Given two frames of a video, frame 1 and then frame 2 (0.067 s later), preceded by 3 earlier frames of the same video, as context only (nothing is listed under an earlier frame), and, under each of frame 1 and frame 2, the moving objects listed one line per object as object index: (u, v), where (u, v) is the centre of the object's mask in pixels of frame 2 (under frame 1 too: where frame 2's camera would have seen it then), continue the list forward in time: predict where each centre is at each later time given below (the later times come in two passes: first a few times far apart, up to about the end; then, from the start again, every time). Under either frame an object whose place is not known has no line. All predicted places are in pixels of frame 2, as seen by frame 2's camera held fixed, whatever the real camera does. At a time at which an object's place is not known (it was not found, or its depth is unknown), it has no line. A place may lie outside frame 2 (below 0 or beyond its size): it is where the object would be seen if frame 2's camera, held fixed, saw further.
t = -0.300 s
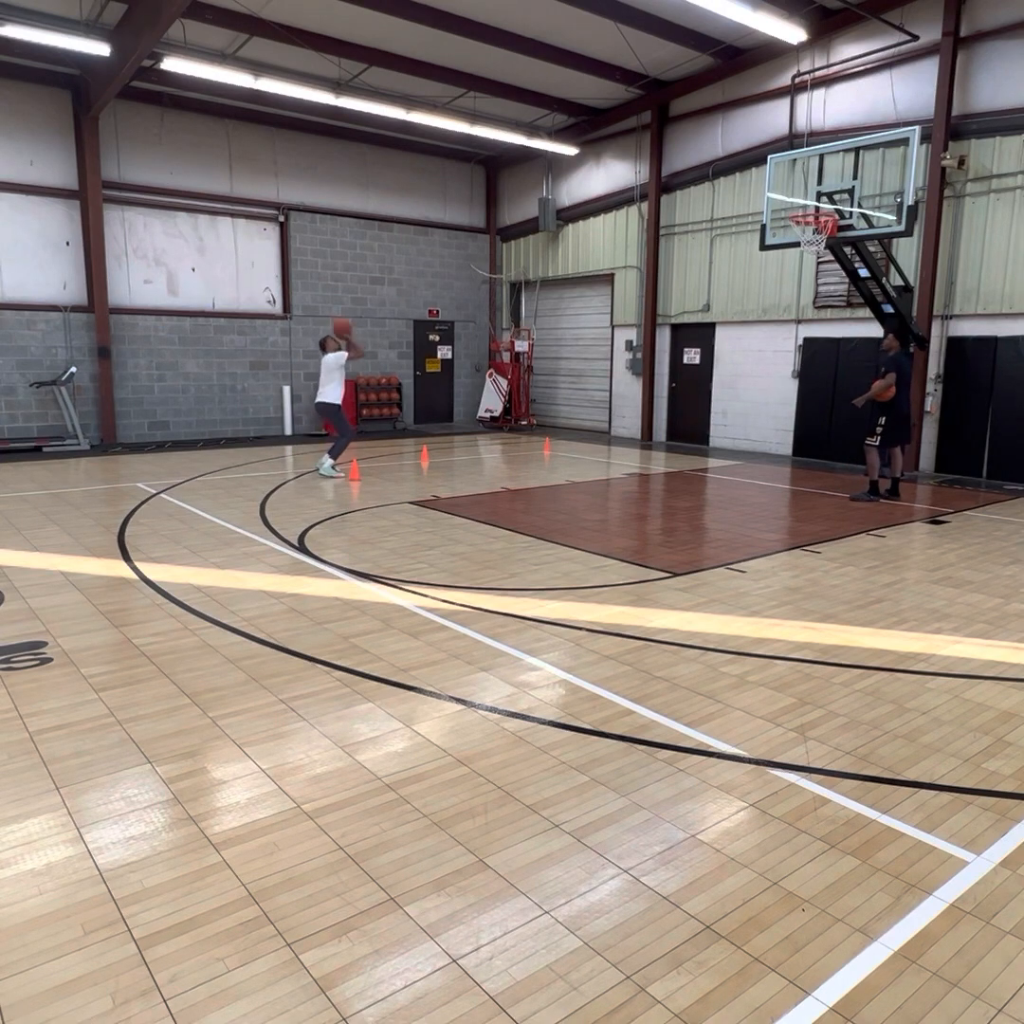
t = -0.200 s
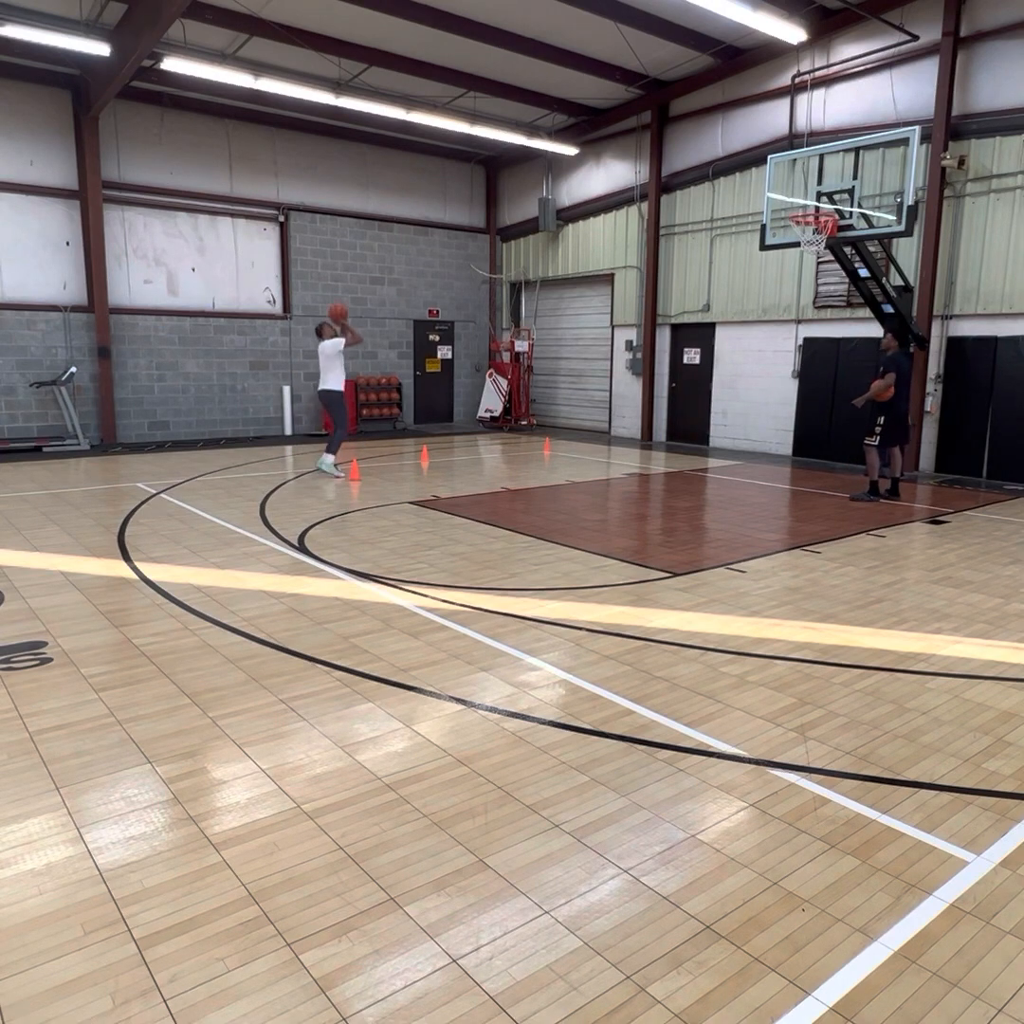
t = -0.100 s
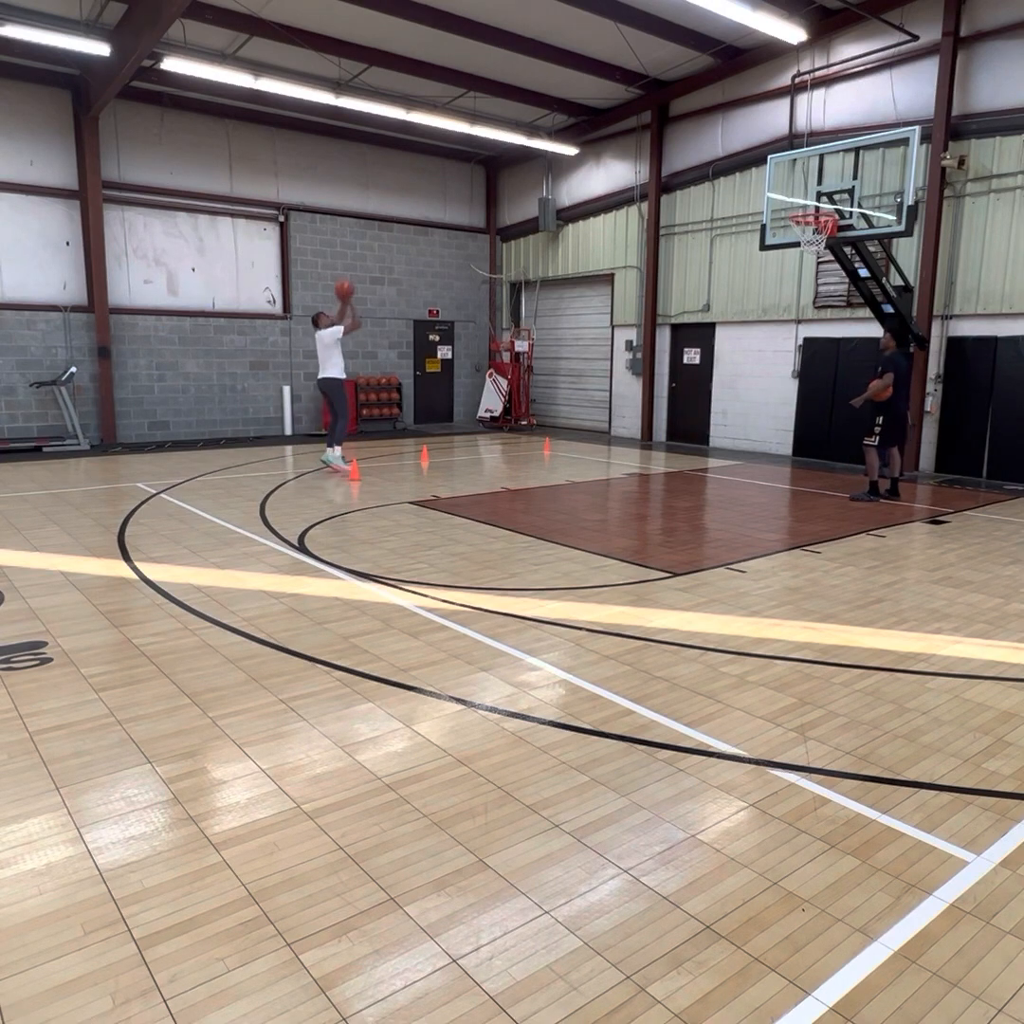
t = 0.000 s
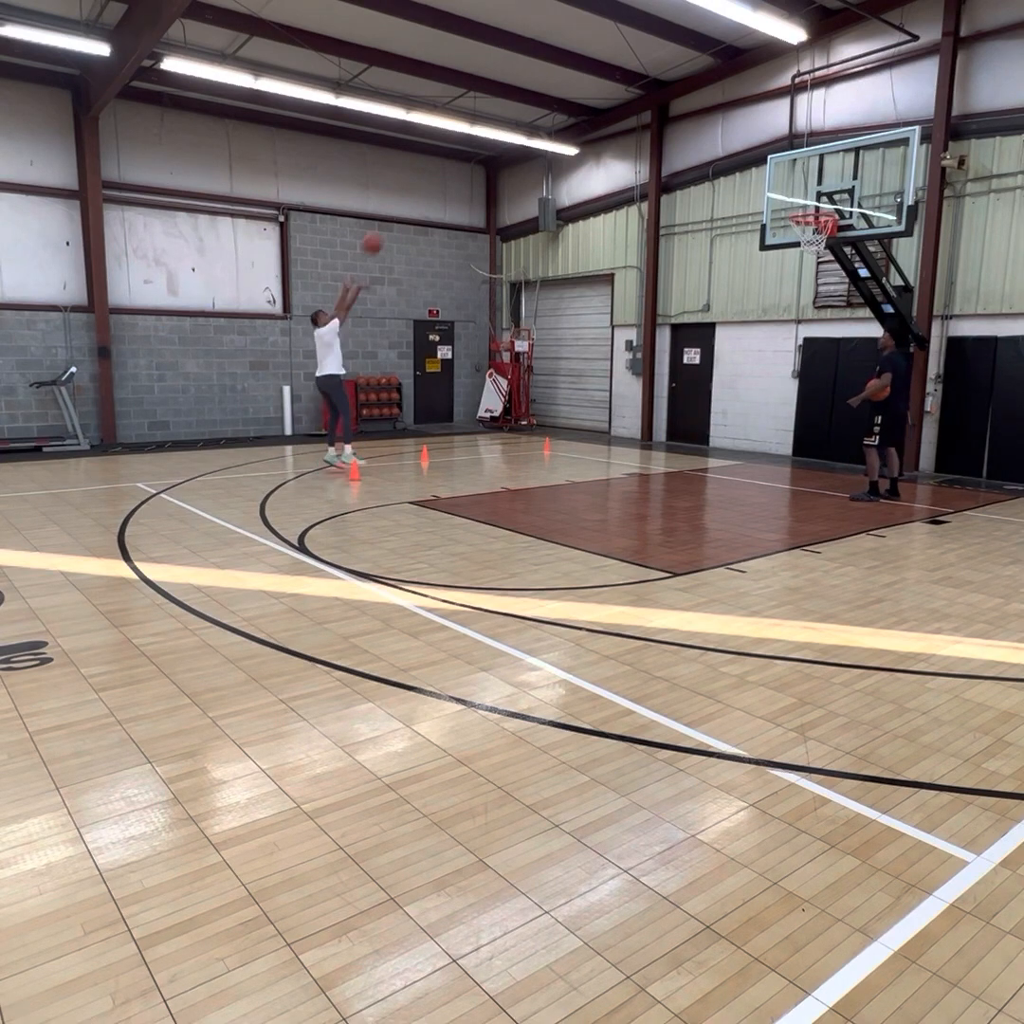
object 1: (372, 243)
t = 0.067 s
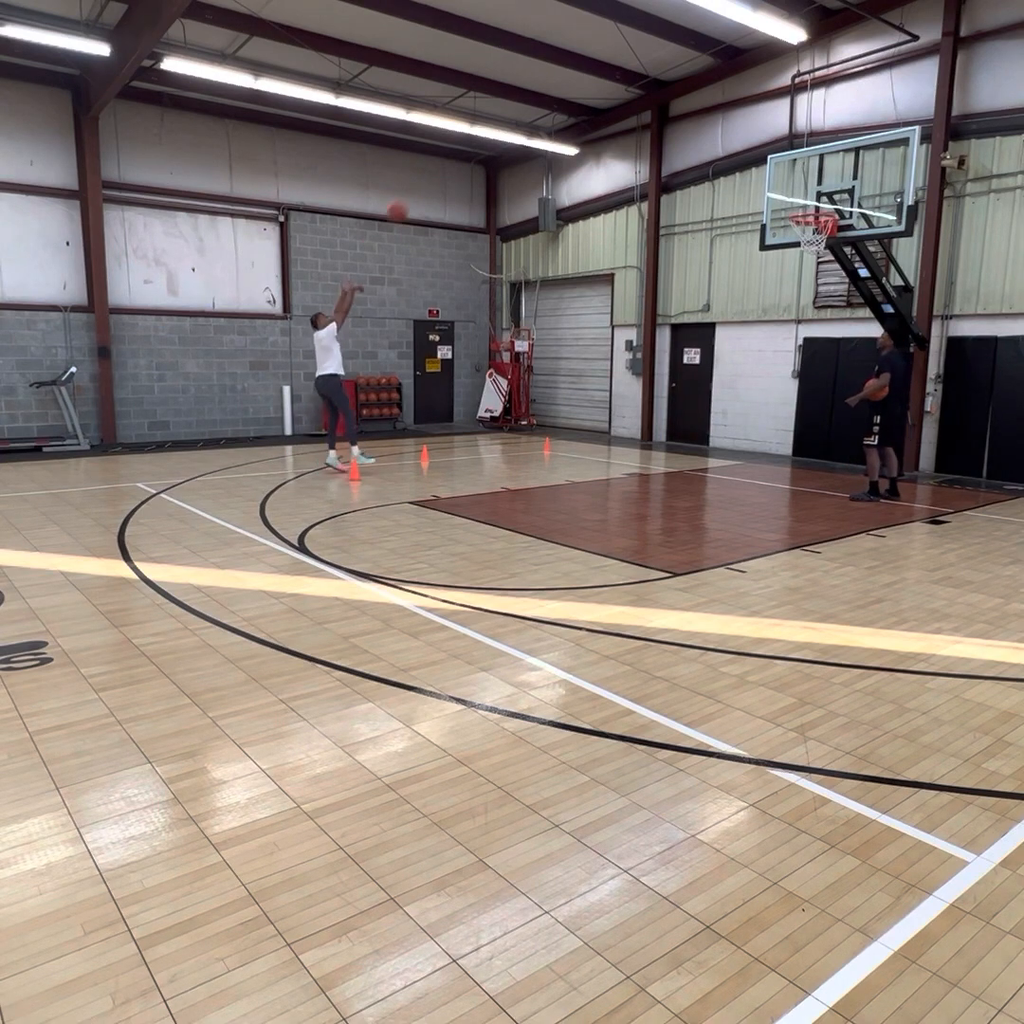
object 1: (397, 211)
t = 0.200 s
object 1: (448, 156)
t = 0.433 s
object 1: (540, 97)
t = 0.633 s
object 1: (619, 82)
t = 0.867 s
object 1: (711, 111)
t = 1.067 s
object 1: (788, 177)
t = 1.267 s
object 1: (800, 228)
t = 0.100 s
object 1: (409, 197)
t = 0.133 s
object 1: (422, 182)
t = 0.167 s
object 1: (435, 169)
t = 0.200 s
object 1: (448, 156)
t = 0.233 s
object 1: (459, 146)
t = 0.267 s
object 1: (473, 137)
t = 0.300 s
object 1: (488, 123)
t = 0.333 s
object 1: (499, 114)
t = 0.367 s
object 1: (514, 109)
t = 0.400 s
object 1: (527, 102)
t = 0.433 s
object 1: (540, 97)
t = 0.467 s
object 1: (553, 93)
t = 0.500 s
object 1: (566, 88)
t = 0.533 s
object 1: (579, 85)
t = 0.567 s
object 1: (592, 83)
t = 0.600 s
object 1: (606, 82)
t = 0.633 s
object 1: (619, 82)
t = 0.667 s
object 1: (633, 83)
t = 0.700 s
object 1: (646, 85)
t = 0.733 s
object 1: (659, 90)
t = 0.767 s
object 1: (672, 92)
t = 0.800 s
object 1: (685, 98)
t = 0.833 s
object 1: (699, 104)
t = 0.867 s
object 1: (711, 111)
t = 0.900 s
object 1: (724, 119)
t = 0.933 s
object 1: (738, 130)
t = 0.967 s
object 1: (750, 140)
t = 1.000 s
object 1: (762, 151)
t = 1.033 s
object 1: (776, 163)
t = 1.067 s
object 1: (788, 177)
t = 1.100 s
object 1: (800, 190)
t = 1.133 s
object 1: (812, 206)
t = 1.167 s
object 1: (816, 215)
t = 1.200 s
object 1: (810, 222)
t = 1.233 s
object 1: (803, 225)
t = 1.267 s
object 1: (800, 228)
